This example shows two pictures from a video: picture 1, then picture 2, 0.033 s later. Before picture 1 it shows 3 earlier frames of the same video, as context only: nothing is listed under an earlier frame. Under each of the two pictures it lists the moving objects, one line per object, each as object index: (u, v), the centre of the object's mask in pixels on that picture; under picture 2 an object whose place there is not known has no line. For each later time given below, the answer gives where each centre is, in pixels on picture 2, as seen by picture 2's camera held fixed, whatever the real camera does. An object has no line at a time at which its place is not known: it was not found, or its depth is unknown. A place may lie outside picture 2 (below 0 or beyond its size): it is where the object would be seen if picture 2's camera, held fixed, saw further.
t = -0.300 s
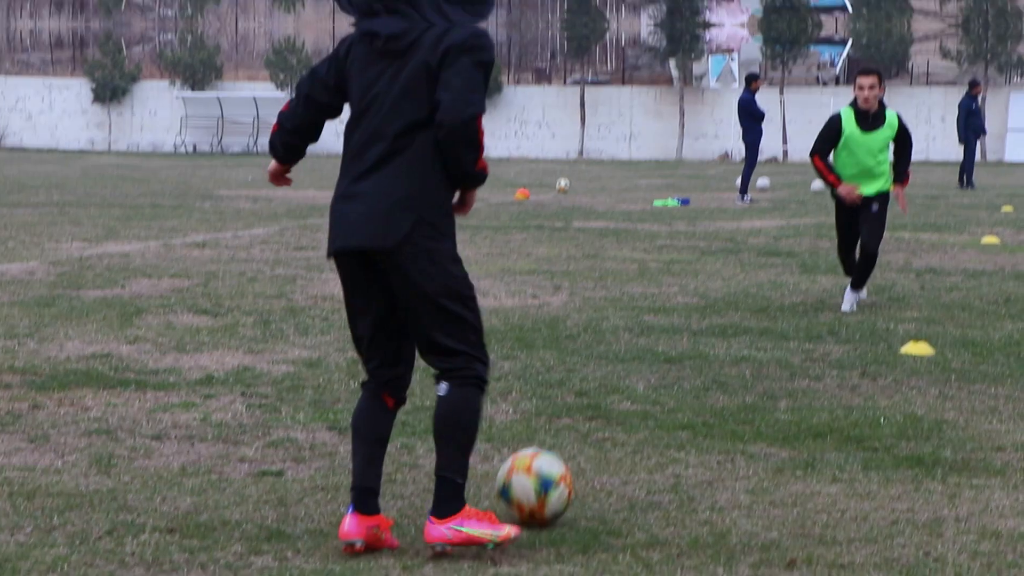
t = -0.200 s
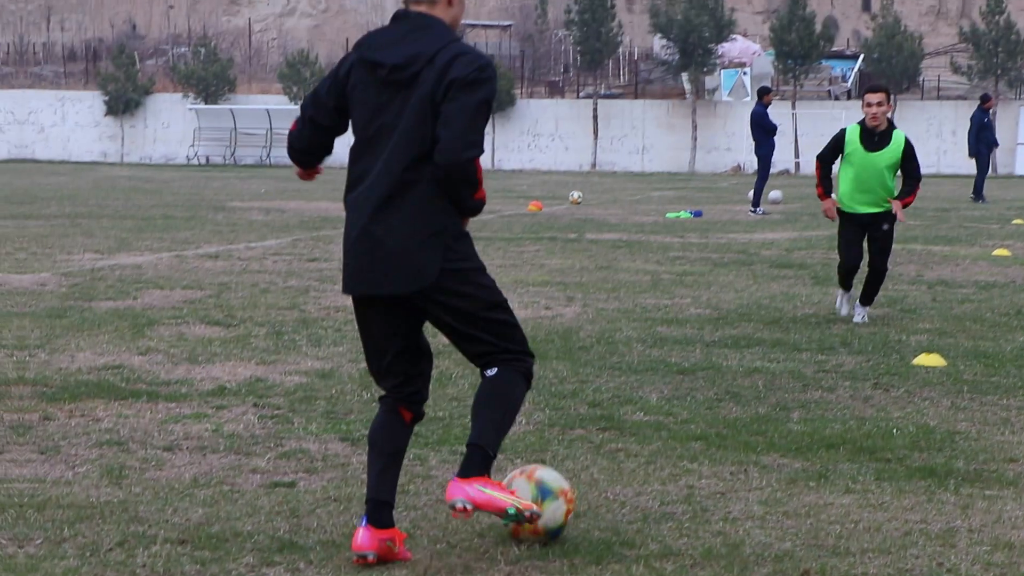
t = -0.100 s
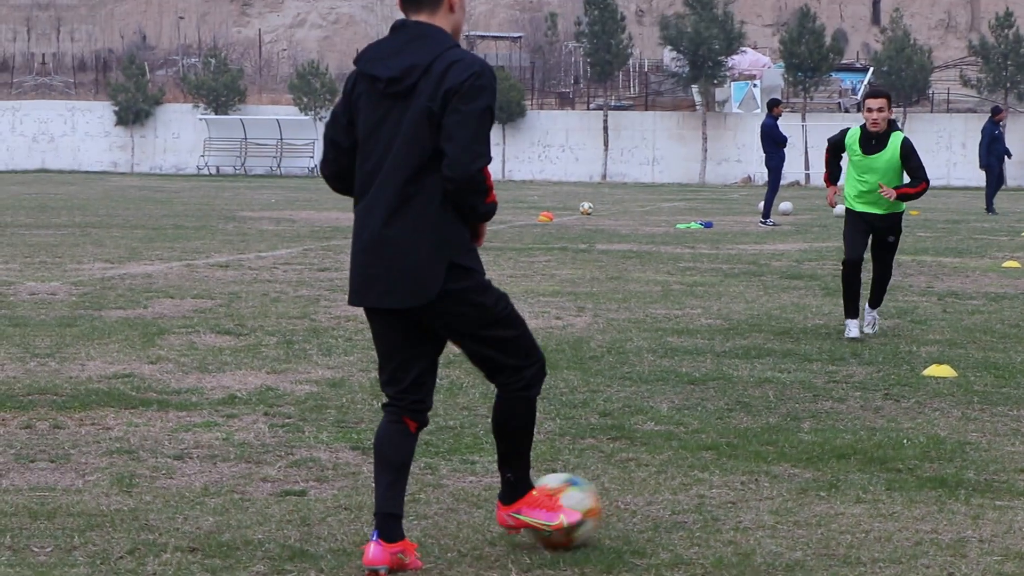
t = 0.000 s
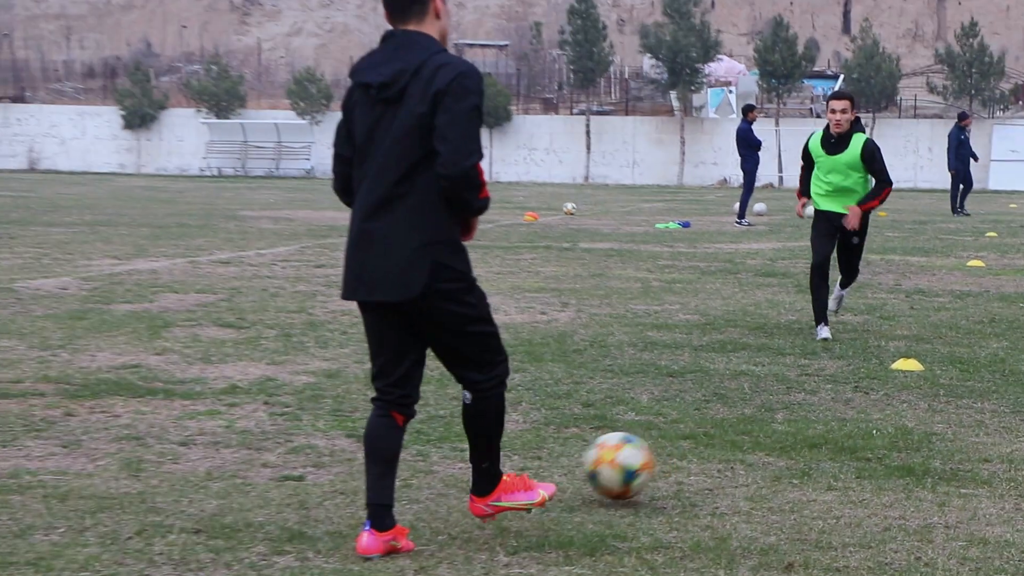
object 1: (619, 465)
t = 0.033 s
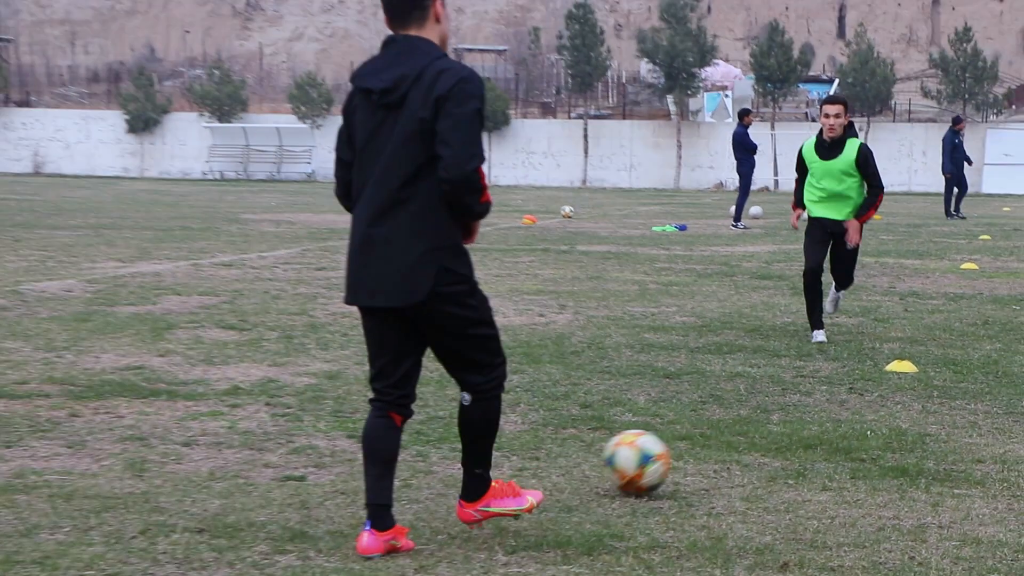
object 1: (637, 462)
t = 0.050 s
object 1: (647, 461)
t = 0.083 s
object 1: (665, 455)
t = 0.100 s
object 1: (673, 449)
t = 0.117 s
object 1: (681, 444)
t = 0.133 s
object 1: (688, 440)
